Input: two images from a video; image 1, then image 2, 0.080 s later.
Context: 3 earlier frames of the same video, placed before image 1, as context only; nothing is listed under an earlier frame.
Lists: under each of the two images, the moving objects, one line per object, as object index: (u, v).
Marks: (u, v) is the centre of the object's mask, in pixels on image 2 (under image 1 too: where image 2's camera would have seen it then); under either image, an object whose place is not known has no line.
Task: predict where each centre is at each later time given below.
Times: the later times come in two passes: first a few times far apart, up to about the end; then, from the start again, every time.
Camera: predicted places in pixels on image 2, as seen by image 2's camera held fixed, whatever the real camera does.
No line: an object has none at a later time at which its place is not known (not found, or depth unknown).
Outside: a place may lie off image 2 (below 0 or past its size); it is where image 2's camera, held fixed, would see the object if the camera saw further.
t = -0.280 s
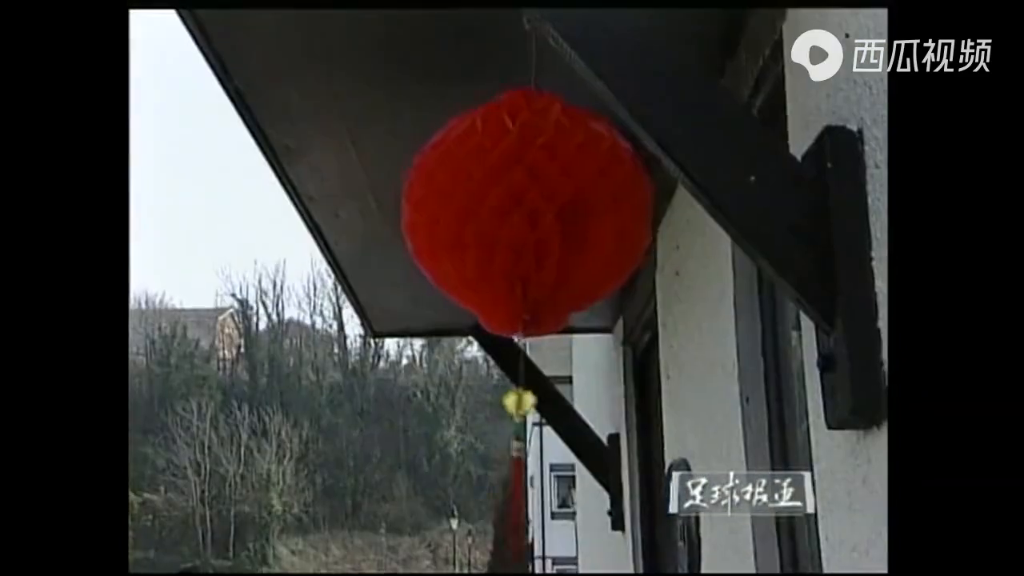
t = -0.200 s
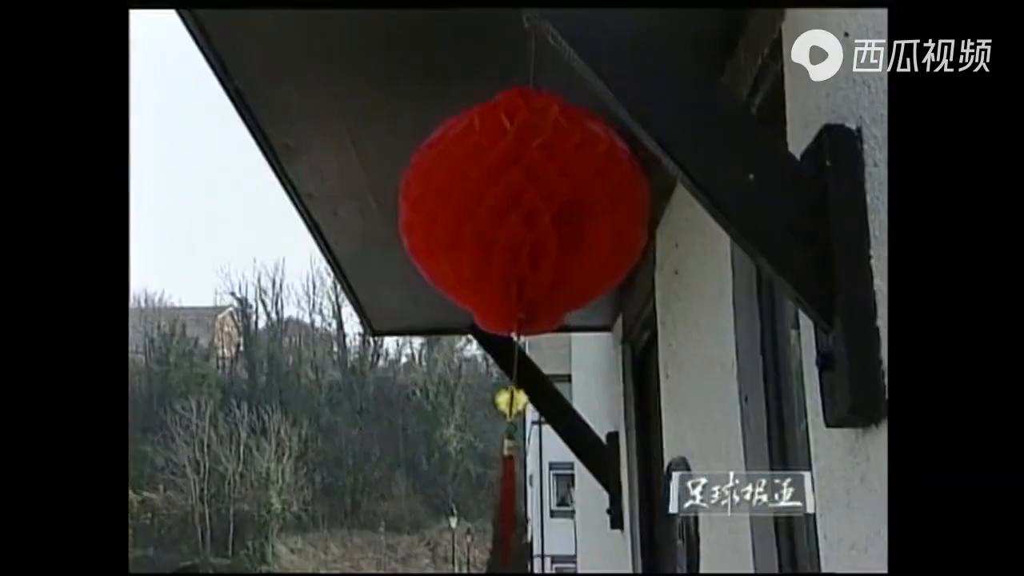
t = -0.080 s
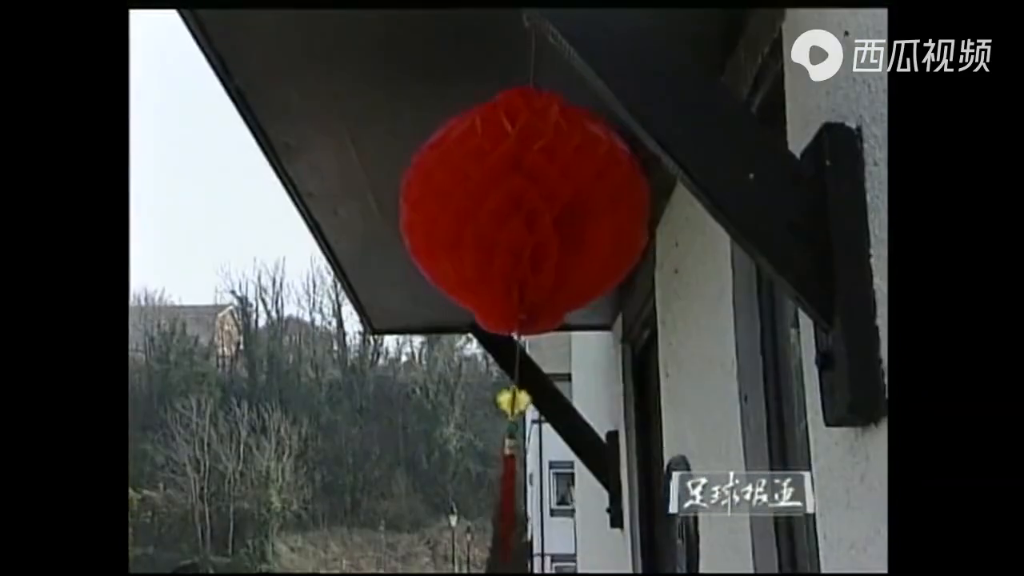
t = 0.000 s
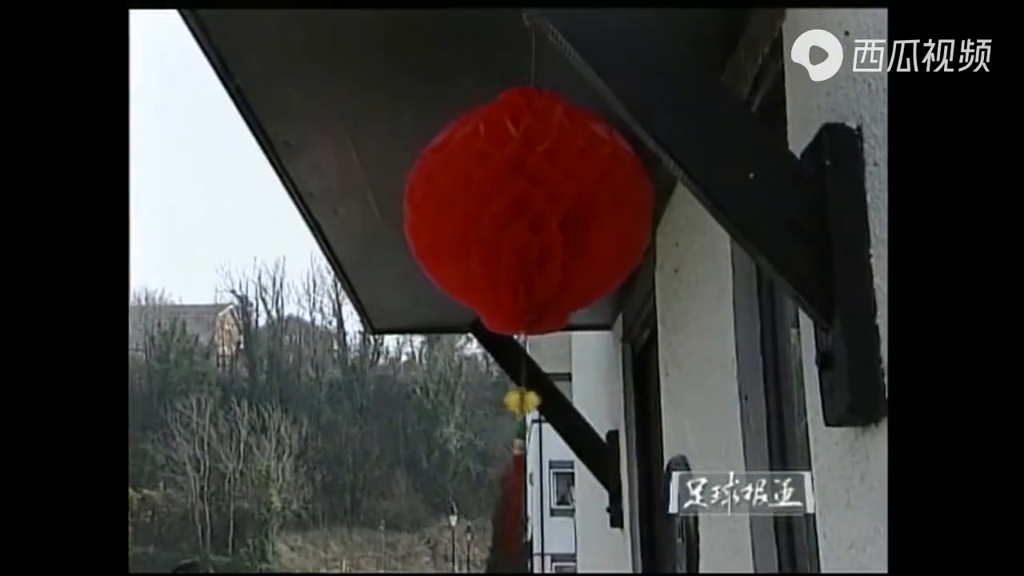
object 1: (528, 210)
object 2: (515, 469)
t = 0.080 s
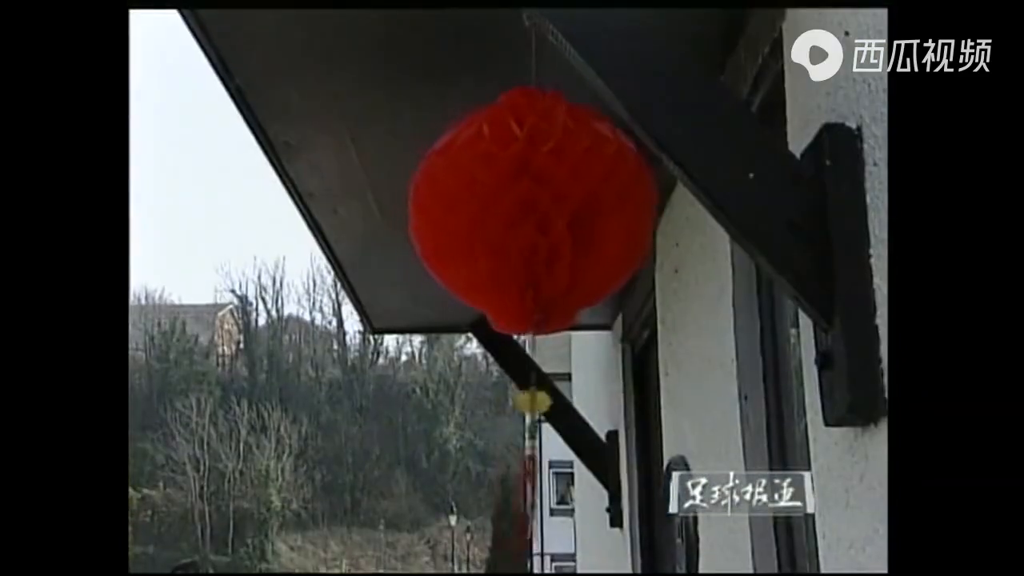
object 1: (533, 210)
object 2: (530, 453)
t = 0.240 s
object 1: (543, 209)
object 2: (558, 459)
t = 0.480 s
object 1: (547, 207)
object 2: (570, 463)
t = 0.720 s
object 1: (531, 206)
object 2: (543, 464)
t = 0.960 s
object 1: (525, 207)
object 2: (506, 475)
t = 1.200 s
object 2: (541, 479)
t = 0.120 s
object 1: (535, 210)
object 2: (538, 467)
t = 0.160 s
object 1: (538, 210)
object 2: (544, 463)
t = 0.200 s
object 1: (540, 210)
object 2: (551, 460)
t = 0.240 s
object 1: (543, 209)
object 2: (558, 459)
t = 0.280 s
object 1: (545, 209)
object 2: (563, 464)
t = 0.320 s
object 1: (547, 209)
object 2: (567, 464)
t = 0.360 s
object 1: (547, 208)
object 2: (570, 461)
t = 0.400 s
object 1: (548, 208)
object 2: (571, 462)
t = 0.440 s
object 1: (547, 208)
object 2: (571, 463)
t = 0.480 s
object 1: (547, 207)
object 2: (570, 463)
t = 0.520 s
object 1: (545, 207)
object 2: (567, 463)
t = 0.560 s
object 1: (542, 206)
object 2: (564, 464)
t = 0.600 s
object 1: (540, 206)
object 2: (561, 467)
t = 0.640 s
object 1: (537, 206)
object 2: (557, 469)
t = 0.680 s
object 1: (534, 207)
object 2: (552, 470)
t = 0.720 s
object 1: (531, 206)
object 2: (543, 464)
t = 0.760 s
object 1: (528, 206)
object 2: (536, 464)
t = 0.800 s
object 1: (527, 206)
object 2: (528, 469)
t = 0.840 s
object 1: (525, 206)
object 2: (521, 468)
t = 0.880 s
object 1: (525, 207)
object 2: (515, 471)
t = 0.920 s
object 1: (525, 207)
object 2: (510, 472)
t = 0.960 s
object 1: (525, 207)
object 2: (506, 475)
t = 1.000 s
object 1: (525, 207)
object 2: (506, 478)
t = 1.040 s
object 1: (527, 207)
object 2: (507, 479)
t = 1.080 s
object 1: (528, 207)
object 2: (510, 484)
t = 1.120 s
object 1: (530, 207)
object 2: (522, 474)
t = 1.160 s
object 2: (532, 480)
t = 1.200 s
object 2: (541, 479)
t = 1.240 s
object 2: (552, 476)
